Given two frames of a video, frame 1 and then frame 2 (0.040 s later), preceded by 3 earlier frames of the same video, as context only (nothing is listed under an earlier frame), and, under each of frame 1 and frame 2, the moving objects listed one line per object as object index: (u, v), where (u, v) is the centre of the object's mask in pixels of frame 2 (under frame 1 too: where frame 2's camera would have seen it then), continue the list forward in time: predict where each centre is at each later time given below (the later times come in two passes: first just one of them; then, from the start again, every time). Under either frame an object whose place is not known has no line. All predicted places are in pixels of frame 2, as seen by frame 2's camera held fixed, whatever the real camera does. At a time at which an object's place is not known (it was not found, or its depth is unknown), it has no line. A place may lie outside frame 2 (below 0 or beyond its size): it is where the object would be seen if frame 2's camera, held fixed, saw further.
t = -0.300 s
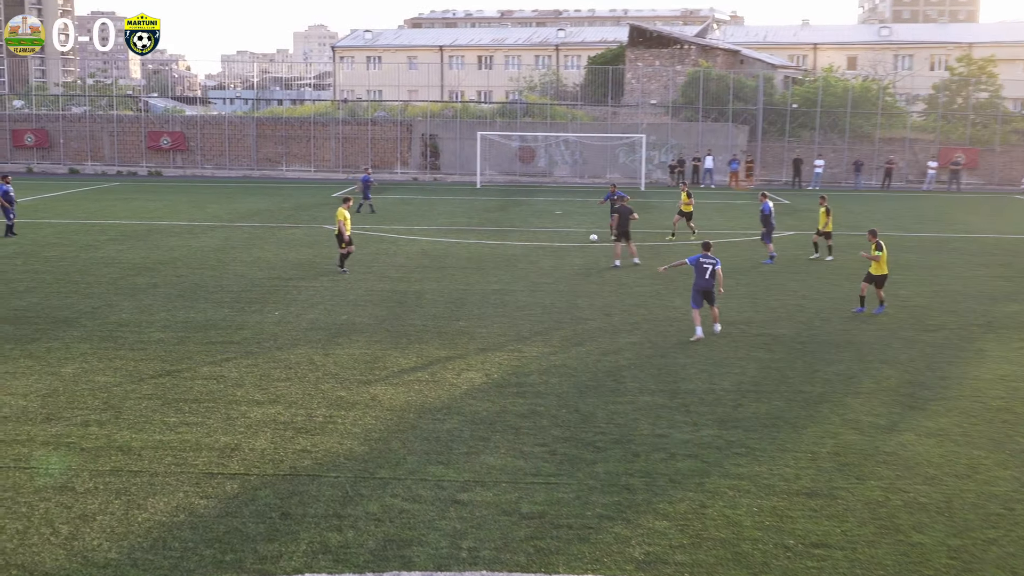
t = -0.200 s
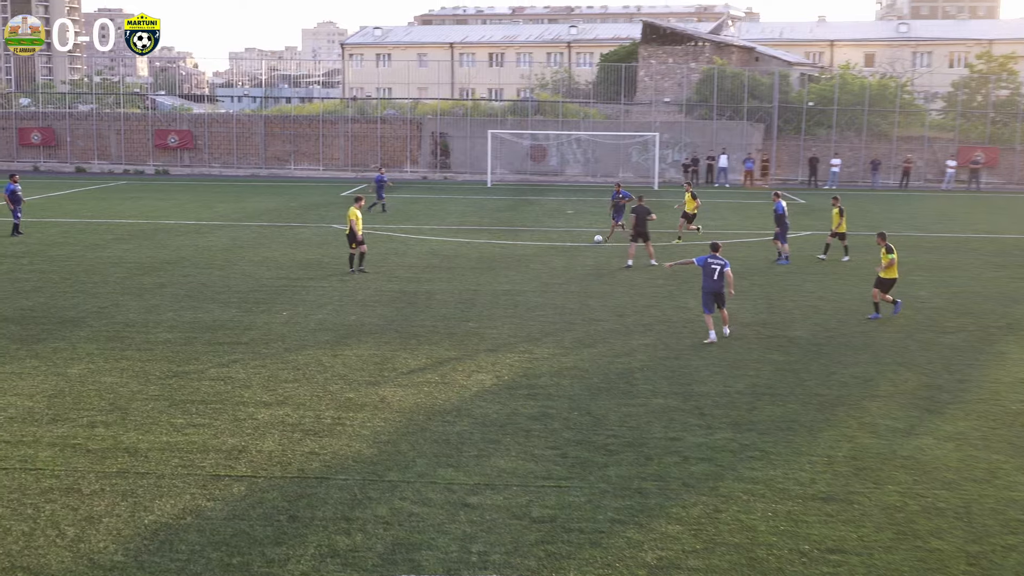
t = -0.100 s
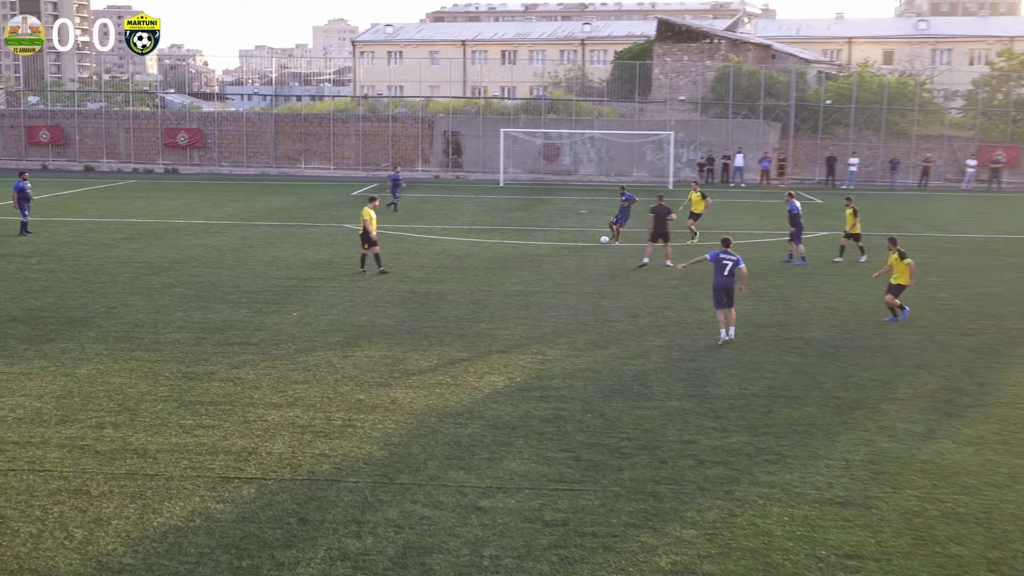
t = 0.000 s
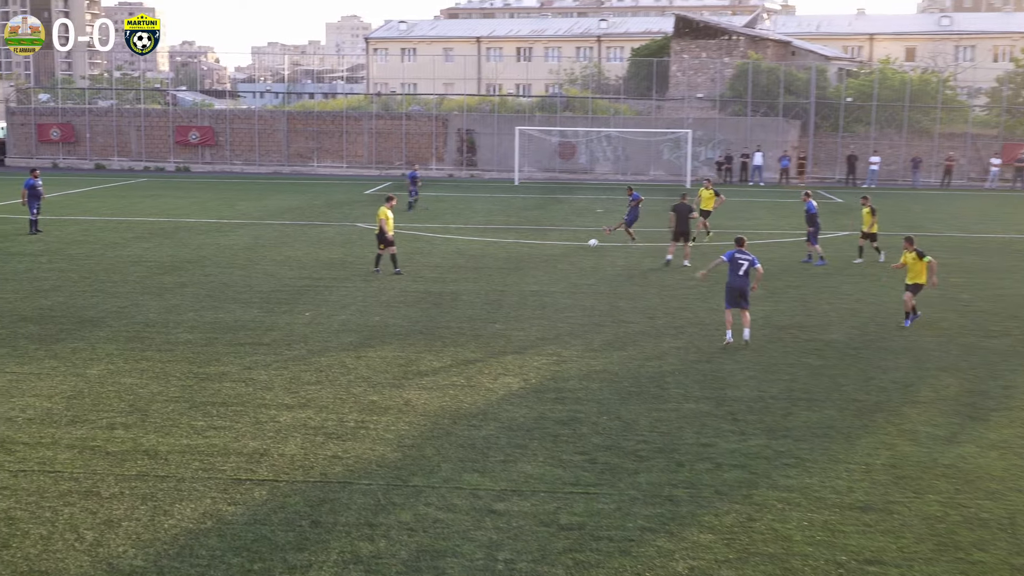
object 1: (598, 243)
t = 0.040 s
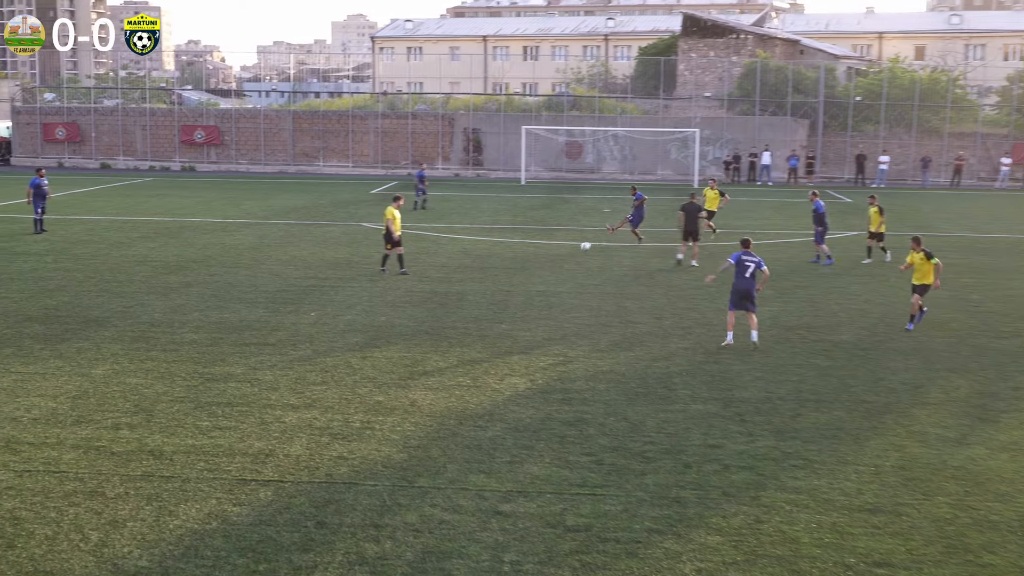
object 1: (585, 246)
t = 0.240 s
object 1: (515, 272)
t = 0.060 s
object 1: (578, 249)
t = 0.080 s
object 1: (572, 251)
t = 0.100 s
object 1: (565, 253)
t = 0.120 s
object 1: (558, 256)
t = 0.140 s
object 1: (550, 259)
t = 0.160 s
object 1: (543, 263)
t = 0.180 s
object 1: (536, 266)
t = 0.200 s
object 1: (528, 269)
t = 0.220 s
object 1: (522, 271)
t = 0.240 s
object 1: (515, 272)
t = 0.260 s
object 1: (507, 273)
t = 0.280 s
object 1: (501, 276)
